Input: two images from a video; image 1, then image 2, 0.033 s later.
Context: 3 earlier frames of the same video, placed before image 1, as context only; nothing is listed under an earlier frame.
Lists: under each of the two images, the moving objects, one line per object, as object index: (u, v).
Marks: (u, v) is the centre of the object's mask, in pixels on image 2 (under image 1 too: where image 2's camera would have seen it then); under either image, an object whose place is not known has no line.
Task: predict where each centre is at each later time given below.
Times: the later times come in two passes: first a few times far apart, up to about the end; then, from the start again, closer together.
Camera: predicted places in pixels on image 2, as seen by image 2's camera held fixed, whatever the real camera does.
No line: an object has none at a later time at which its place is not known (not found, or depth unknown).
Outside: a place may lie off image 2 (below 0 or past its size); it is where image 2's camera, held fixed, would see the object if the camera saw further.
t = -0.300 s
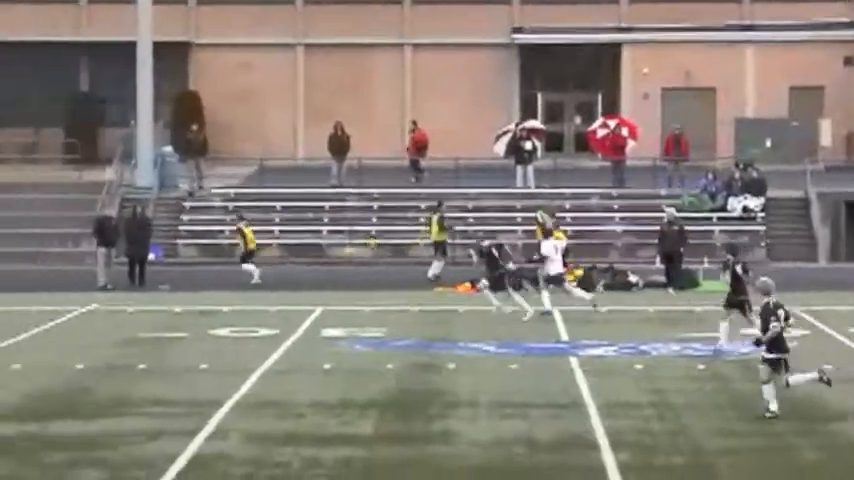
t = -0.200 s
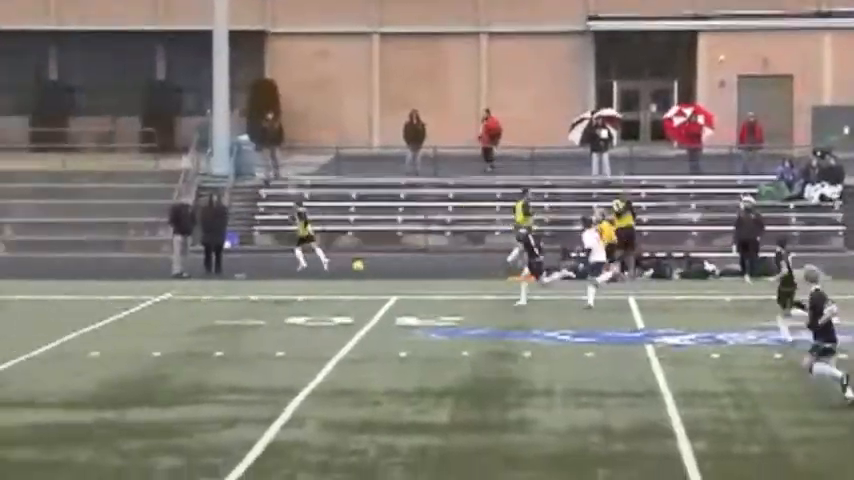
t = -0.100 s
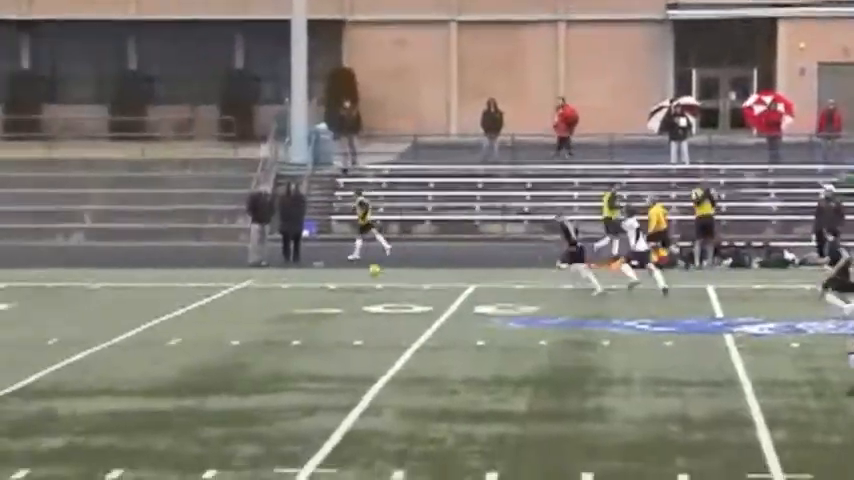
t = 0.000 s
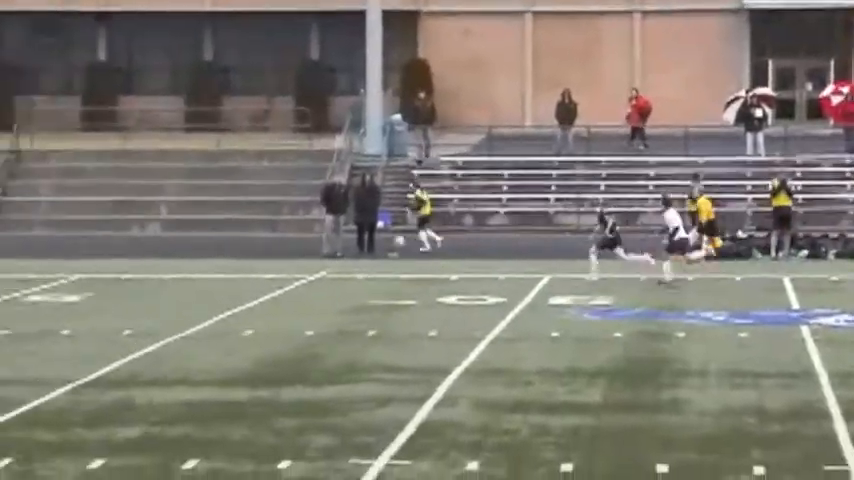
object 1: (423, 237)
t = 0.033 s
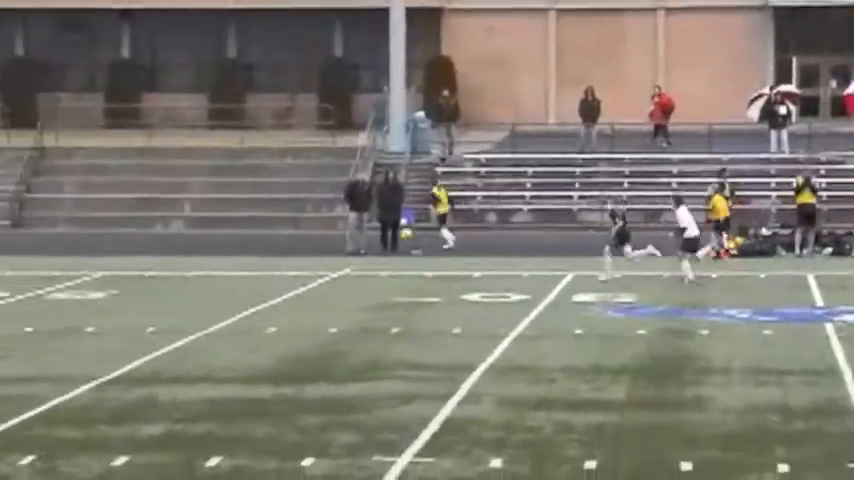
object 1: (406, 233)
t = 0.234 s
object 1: (309, 214)
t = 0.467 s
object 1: (198, 221)
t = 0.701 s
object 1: (89, 256)
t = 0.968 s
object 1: (6, 237)
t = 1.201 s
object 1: (-57, 236)
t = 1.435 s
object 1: (-119, 264)
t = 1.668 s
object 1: (-186, 248)
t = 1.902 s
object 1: (-253, 256)
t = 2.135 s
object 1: (-318, 256)
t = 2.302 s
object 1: (-363, 258)
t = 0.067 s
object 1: (390, 229)
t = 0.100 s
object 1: (374, 225)
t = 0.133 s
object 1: (357, 221)
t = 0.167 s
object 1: (341, 219)
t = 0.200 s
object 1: (325, 217)
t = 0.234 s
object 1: (309, 214)
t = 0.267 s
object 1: (294, 214)
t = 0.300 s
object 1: (277, 214)
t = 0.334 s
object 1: (262, 215)
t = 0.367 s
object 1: (245, 216)
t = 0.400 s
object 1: (229, 216)
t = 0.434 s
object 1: (214, 218)
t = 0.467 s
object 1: (198, 221)
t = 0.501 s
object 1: (183, 225)
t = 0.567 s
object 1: (151, 233)
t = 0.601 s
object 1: (136, 238)
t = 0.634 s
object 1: (121, 243)
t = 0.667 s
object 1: (105, 249)
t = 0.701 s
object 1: (89, 256)
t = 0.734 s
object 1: (74, 264)
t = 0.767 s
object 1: (63, 262)
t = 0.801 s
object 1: (53, 256)
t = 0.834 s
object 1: (44, 251)
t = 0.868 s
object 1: (34, 247)
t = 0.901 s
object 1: (25, 243)
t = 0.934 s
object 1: (16, 240)
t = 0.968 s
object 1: (6, 237)
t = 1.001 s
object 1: (-2, 235)
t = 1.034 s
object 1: (-12, 234)
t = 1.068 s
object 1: (-21, 234)
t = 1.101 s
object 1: (-30, 234)
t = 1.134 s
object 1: (-39, 234)
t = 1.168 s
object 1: (-48, 234)
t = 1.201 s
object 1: (-57, 236)
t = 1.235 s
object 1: (-66, 239)
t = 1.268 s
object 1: (-75, 242)
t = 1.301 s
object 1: (-84, 245)
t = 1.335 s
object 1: (-92, 249)
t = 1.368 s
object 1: (-101, 253)
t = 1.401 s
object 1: (-109, 258)
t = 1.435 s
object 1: (-119, 264)
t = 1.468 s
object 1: (-129, 263)
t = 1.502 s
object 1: (-138, 259)
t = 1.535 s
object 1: (-148, 256)
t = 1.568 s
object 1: (-158, 254)
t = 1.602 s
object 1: (-168, 252)
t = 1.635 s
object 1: (-177, 249)
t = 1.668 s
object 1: (-186, 248)
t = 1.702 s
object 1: (-196, 248)
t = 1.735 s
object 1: (-205, 248)
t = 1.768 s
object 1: (-215, 248)
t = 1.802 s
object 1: (-225, 249)
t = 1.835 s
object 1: (-234, 251)
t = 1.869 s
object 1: (-243, 253)
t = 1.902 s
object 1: (-253, 256)
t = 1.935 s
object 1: (-263, 258)
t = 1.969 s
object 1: (-271, 263)
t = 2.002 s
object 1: (-281, 263)
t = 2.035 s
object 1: (-291, 261)
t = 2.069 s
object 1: (-299, 259)
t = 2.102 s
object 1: (-308, 258)
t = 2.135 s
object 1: (-318, 256)
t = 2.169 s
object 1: (-327, 255)
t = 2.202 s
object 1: (-337, 256)
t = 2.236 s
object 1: (-346, 256)
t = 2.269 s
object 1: (-355, 256)
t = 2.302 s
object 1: (-363, 258)
